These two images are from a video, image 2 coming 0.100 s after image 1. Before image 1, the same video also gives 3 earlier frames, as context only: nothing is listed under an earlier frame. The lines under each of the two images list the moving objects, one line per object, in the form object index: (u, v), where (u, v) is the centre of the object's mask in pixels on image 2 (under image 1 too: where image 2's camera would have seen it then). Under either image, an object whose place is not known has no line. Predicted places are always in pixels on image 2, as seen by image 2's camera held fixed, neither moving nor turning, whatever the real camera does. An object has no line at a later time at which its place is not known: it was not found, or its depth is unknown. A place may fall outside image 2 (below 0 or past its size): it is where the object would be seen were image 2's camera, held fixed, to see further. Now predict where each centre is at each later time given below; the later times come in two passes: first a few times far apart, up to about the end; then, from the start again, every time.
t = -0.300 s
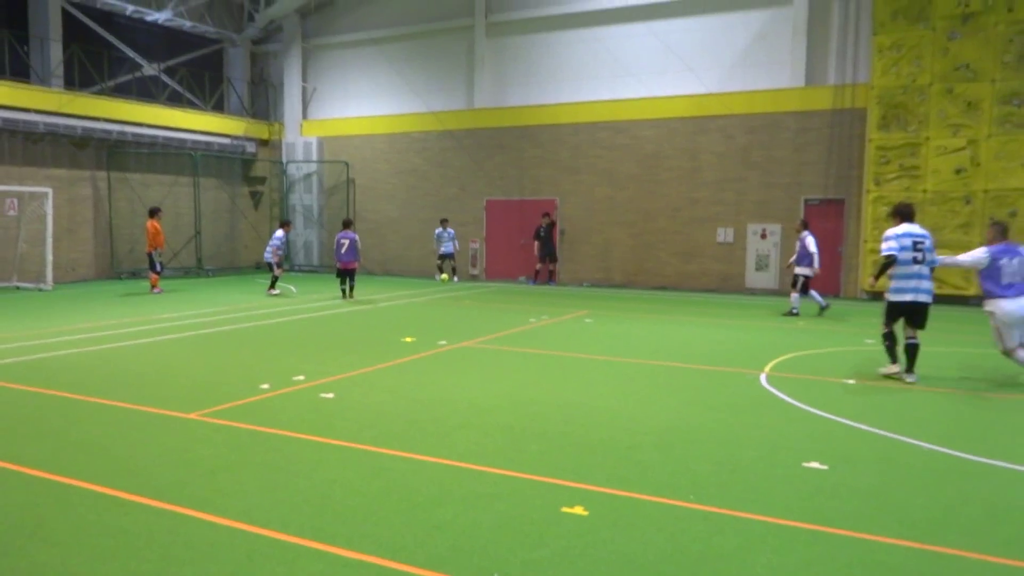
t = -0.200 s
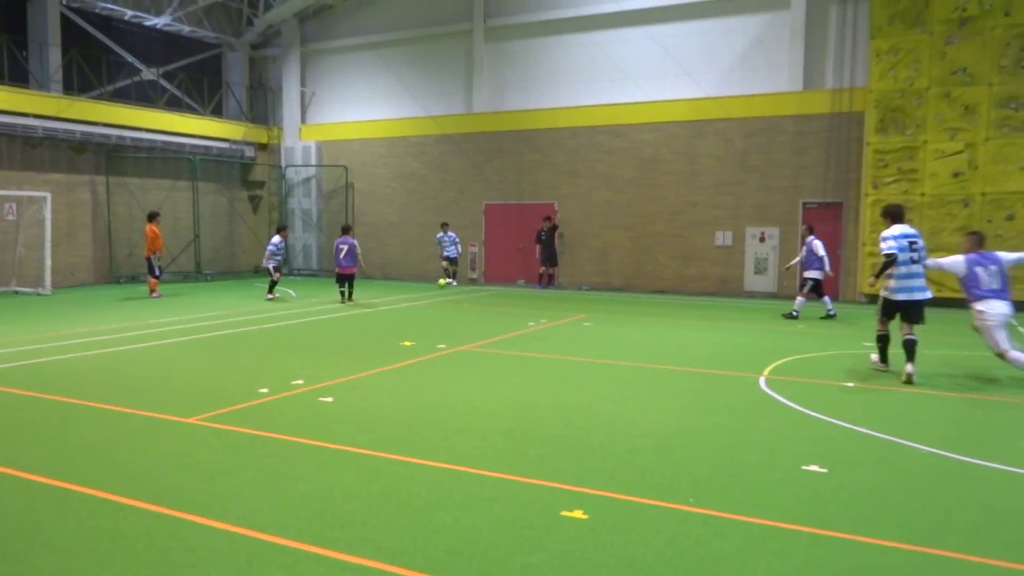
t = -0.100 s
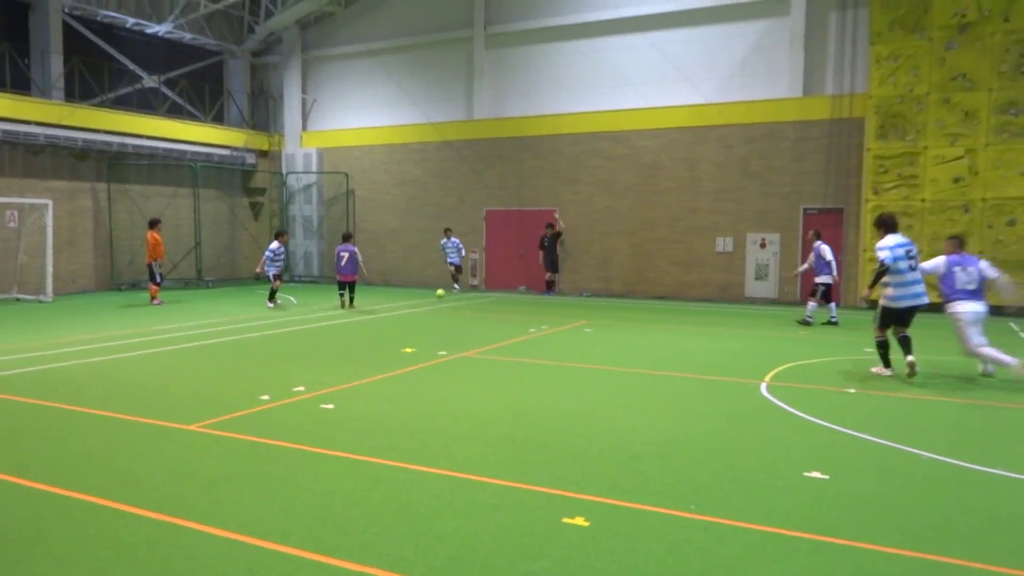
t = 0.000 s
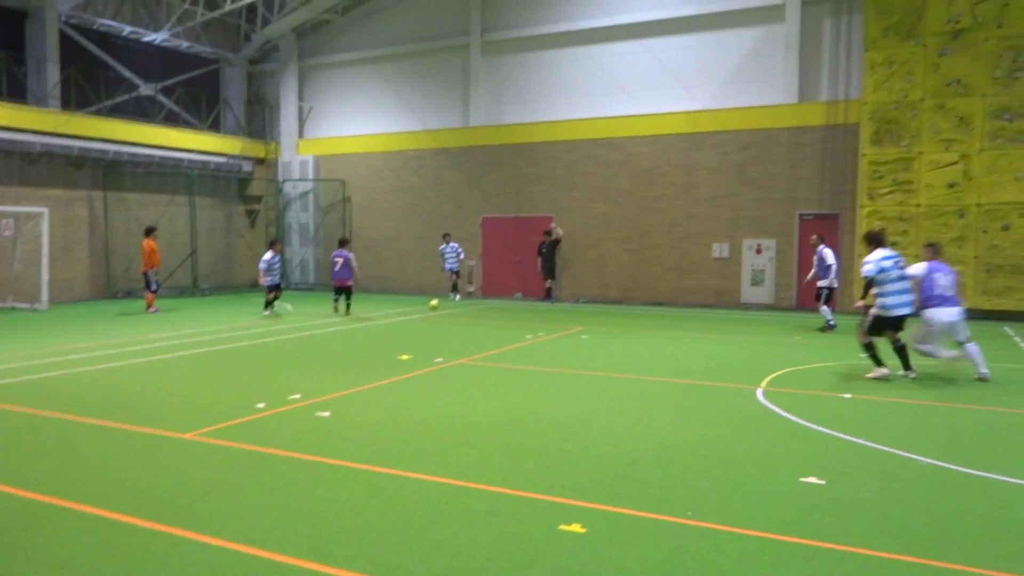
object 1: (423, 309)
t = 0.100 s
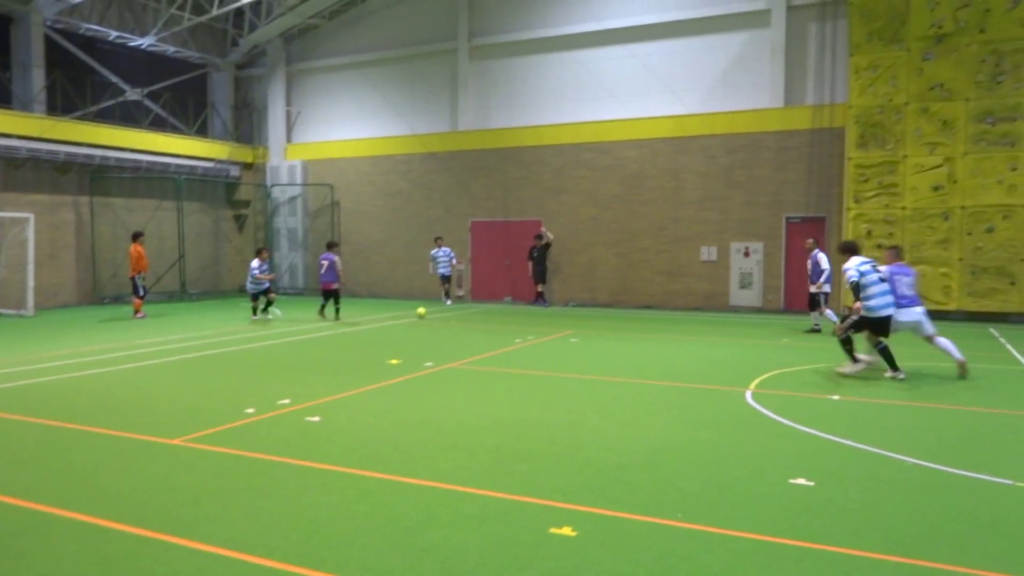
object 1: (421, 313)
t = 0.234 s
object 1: (416, 320)
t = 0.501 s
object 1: (405, 333)
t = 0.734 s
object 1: (394, 347)
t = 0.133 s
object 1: (419, 315)
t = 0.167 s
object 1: (419, 316)
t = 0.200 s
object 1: (417, 318)
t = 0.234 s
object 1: (416, 320)
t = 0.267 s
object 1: (415, 321)
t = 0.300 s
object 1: (414, 323)
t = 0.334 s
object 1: (413, 324)
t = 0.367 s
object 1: (411, 326)
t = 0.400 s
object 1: (410, 328)
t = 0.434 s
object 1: (408, 330)
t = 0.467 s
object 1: (407, 332)
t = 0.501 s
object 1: (405, 333)
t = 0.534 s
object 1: (404, 335)
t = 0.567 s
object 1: (402, 337)
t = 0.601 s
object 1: (400, 339)
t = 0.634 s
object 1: (399, 341)
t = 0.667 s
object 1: (397, 343)
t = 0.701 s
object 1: (395, 345)
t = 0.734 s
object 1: (394, 347)
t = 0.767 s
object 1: (392, 349)
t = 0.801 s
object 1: (389, 351)
